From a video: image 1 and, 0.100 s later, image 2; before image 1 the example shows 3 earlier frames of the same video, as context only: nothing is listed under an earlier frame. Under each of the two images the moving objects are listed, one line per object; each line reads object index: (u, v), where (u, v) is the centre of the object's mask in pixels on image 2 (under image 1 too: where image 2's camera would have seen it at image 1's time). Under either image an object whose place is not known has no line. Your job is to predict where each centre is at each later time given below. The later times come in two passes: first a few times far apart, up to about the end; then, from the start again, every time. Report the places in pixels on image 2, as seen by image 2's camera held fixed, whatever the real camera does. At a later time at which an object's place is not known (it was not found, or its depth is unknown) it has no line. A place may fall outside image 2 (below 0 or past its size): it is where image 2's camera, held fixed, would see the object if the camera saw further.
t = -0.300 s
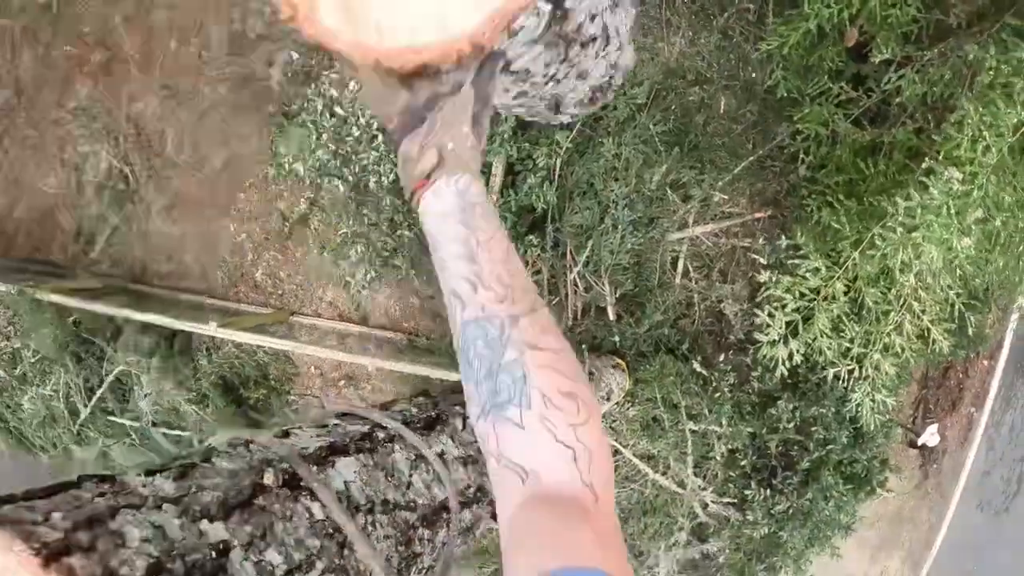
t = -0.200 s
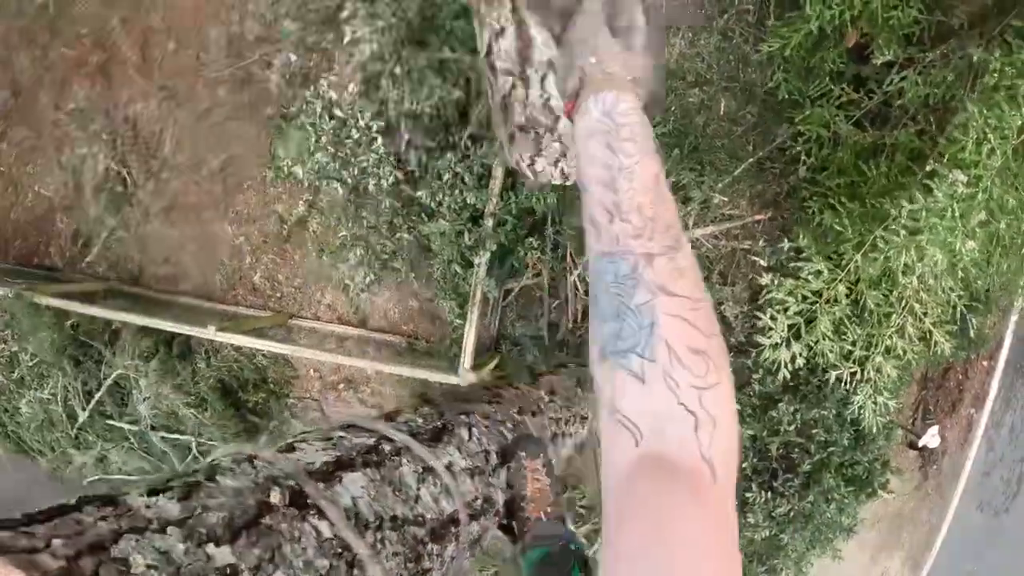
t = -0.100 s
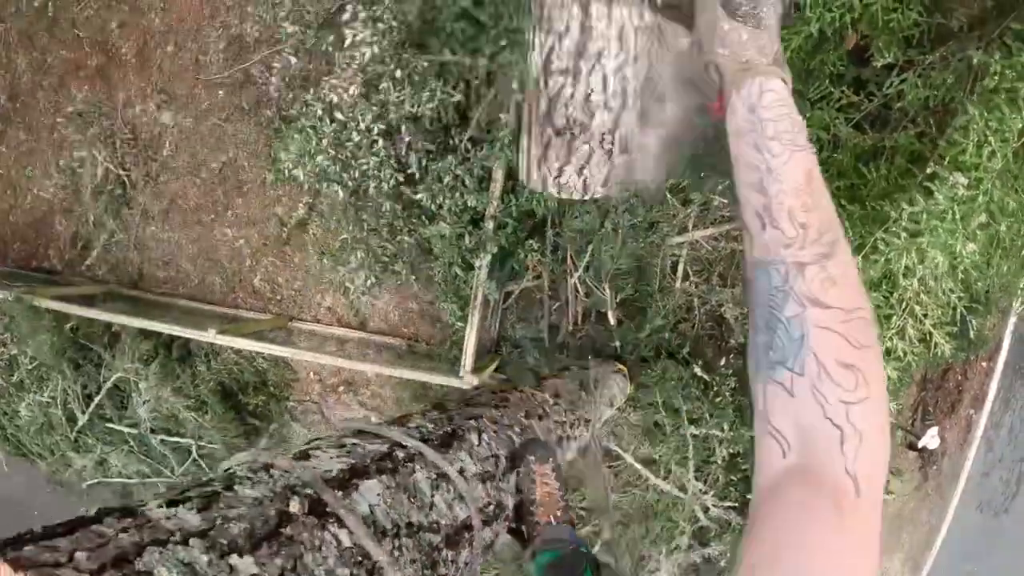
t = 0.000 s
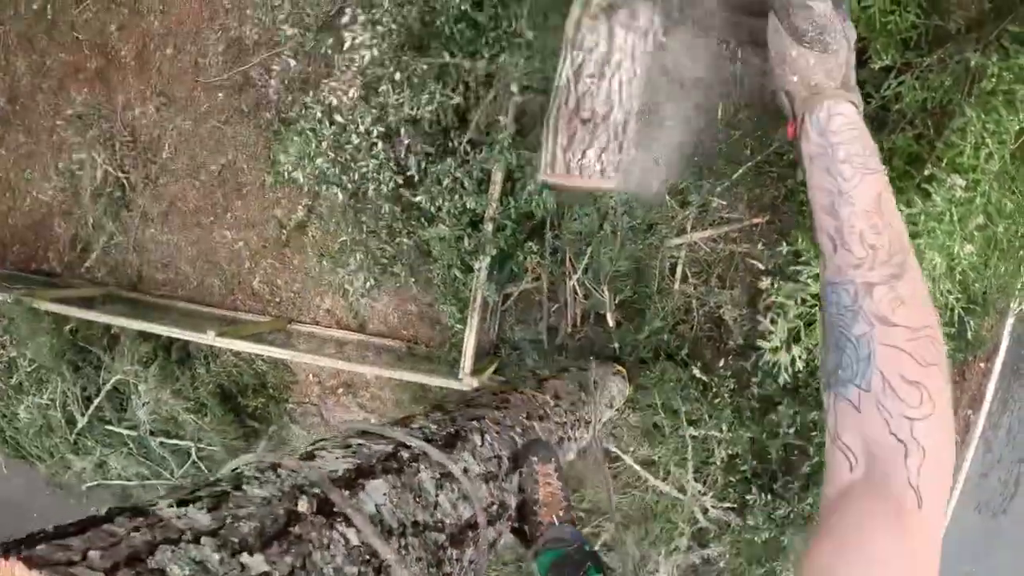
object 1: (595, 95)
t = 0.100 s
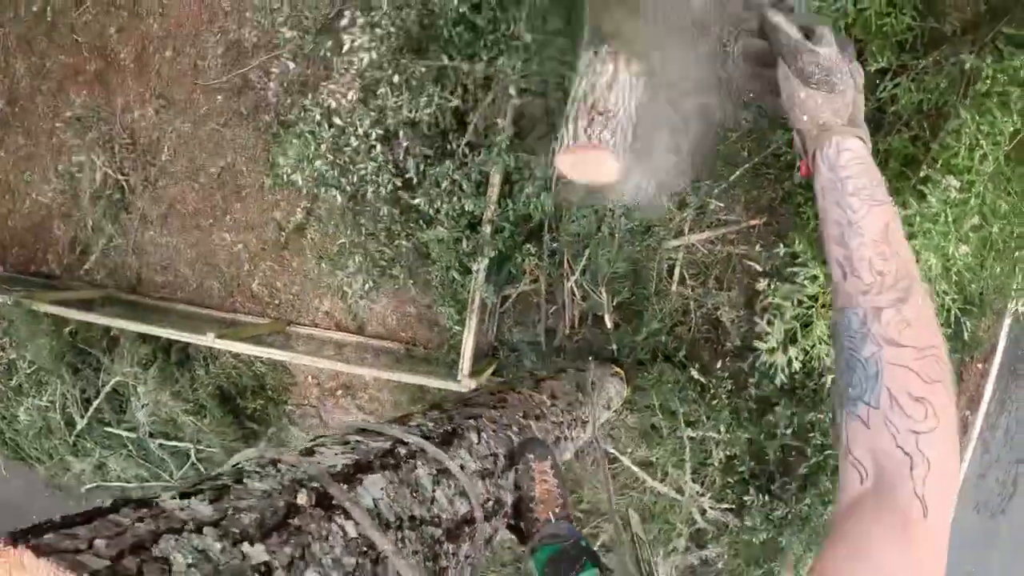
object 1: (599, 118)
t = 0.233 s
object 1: (605, 134)
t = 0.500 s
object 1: (613, 134)
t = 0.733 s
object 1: (614, 106)
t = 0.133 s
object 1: (601, 123)
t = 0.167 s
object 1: (601, 127)
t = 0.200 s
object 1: (603, 132)
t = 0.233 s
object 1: (605, 134)
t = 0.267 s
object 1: (607, 136)
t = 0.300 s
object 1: (607, 139)
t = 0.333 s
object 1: (607, 142)
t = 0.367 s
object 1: (608, 145)
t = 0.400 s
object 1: (608, 145)
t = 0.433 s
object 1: (610, 144)
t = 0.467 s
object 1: (614, 138)
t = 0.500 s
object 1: (613, 134)
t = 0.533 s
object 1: (612, 129)
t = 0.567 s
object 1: (611, 126)
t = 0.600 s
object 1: (610, 121)
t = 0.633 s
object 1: (609, 120)
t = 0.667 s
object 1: (612, 114)
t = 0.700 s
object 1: (612, 110)
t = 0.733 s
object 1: (614, 106)
